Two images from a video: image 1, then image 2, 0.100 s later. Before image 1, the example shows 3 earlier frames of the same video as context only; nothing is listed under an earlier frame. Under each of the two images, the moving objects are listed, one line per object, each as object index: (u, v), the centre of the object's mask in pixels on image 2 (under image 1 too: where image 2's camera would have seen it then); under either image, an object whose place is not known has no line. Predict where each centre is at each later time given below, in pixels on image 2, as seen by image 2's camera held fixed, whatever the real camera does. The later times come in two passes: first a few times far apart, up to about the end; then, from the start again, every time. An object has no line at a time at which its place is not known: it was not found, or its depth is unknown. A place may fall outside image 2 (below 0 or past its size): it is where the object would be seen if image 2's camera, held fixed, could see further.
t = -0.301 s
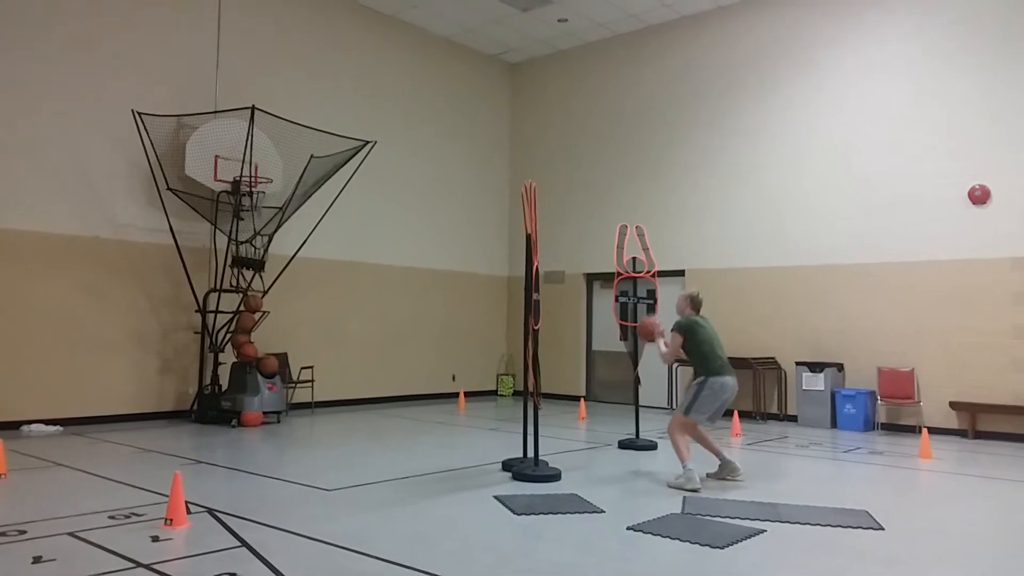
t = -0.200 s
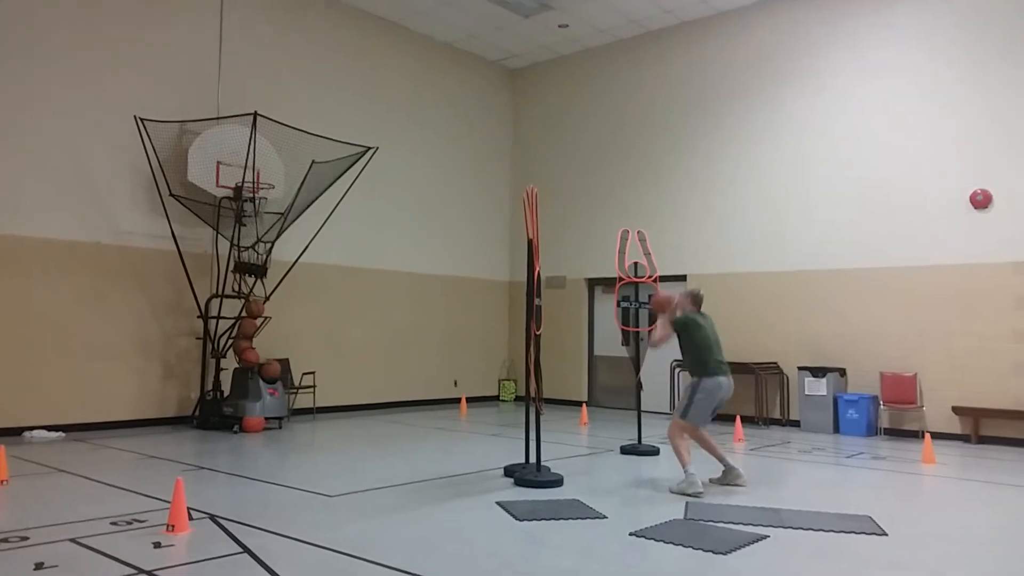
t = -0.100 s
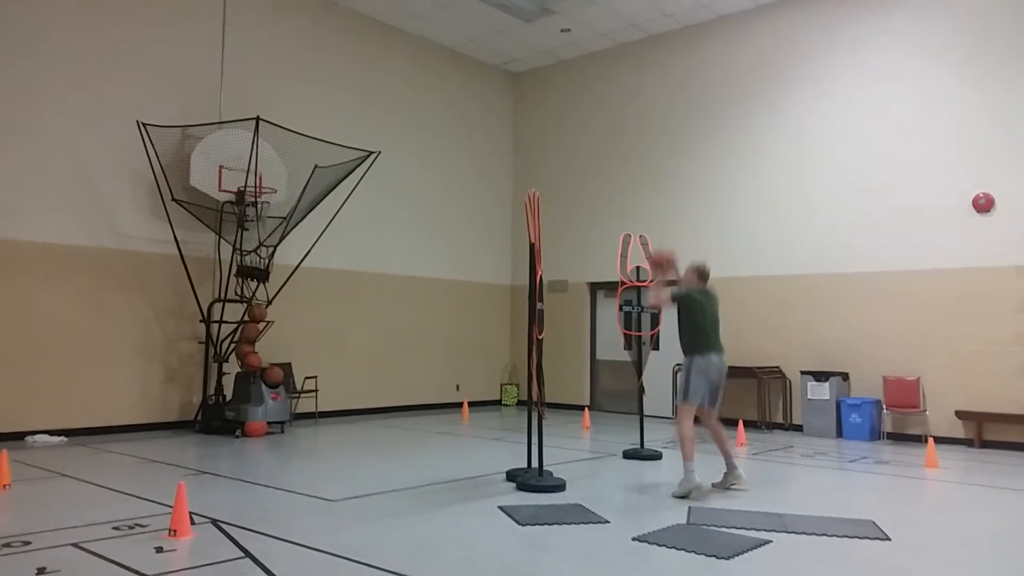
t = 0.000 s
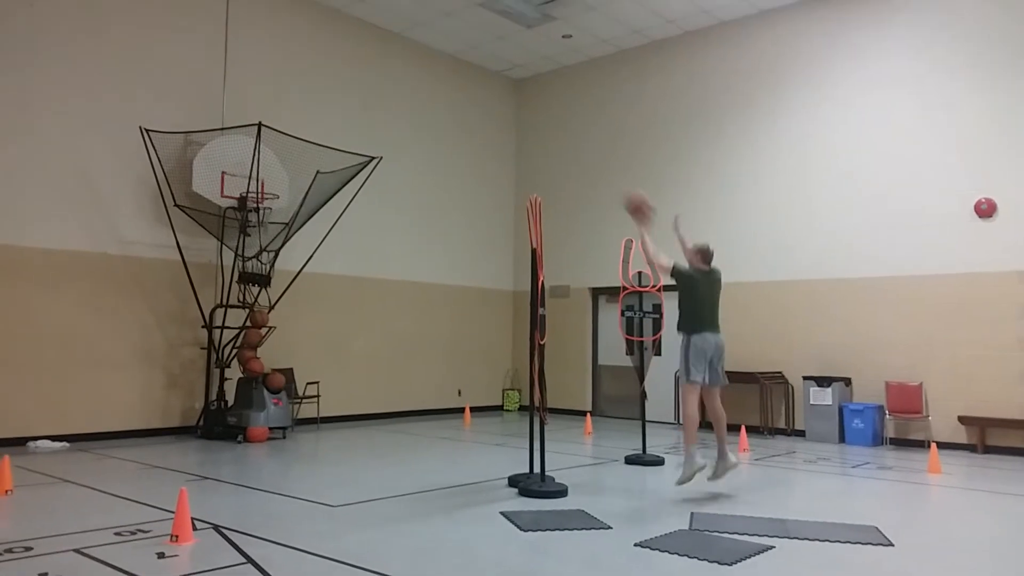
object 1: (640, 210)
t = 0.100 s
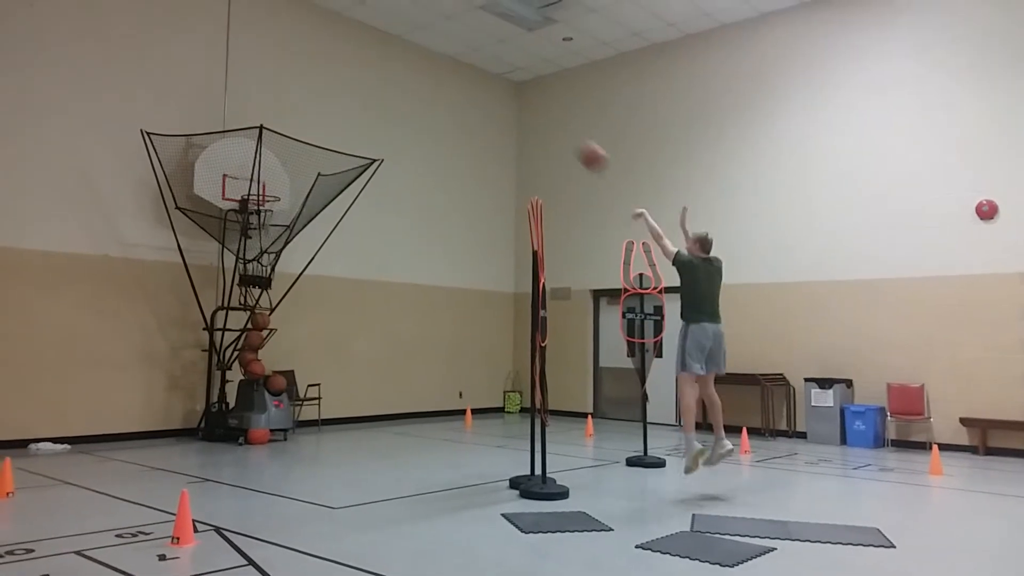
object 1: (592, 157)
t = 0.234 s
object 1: (533, 110)
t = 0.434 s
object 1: (456, 77)
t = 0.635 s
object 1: (387, 83)
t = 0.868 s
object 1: (317, 127)
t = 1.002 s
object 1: (281, 170)
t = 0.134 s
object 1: (577, 143)
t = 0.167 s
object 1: (562, 131)
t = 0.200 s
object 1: (548, 120)
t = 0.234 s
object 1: (533, 110)
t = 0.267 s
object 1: (520, 101)
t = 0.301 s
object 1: (506, 94)
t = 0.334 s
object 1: (493, 88)
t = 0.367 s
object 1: (481, 84)
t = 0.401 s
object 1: (468, 80)
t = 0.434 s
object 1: (456, 77)
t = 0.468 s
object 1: (444, 76)
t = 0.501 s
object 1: (431, 75)
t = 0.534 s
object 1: (420, 76)
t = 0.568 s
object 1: (409, 77)
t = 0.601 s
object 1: (398, 79)
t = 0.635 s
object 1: (387, 83)
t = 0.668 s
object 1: (377, 87)
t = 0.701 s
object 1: (366, 91)
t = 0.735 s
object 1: (356, 97)
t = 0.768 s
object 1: (346, 103)
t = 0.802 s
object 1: (336, 110)
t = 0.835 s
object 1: (326, 119)
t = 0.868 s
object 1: (317, 127)
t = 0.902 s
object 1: (308, 136)
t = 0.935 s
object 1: (299, 146)
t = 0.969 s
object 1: (290, 159)
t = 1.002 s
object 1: (281, 170)
